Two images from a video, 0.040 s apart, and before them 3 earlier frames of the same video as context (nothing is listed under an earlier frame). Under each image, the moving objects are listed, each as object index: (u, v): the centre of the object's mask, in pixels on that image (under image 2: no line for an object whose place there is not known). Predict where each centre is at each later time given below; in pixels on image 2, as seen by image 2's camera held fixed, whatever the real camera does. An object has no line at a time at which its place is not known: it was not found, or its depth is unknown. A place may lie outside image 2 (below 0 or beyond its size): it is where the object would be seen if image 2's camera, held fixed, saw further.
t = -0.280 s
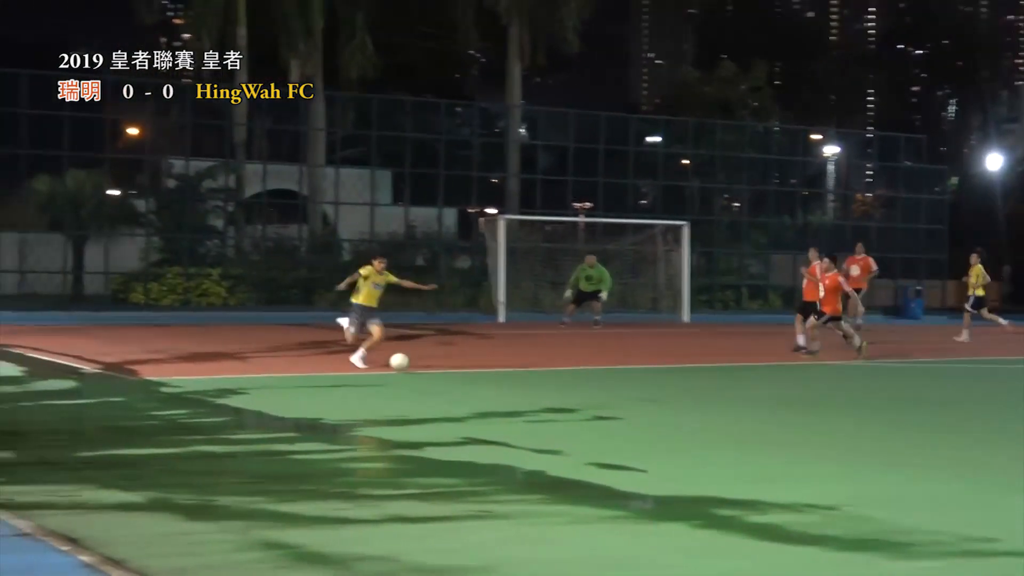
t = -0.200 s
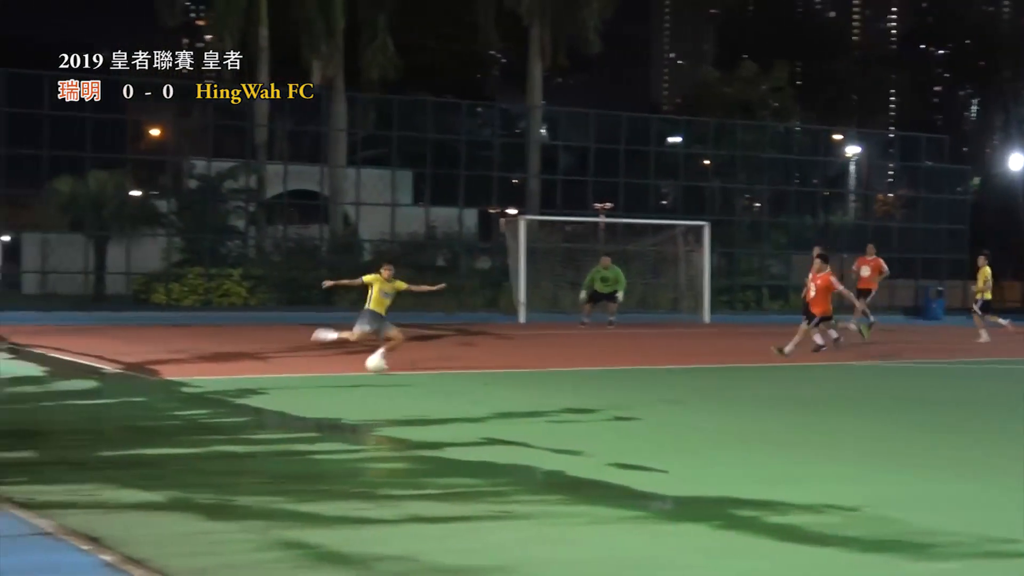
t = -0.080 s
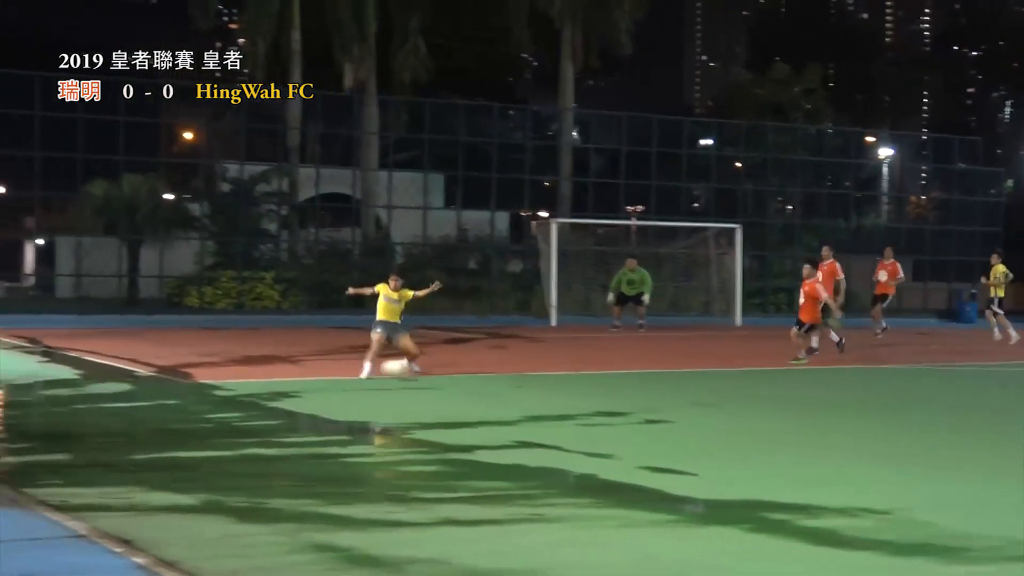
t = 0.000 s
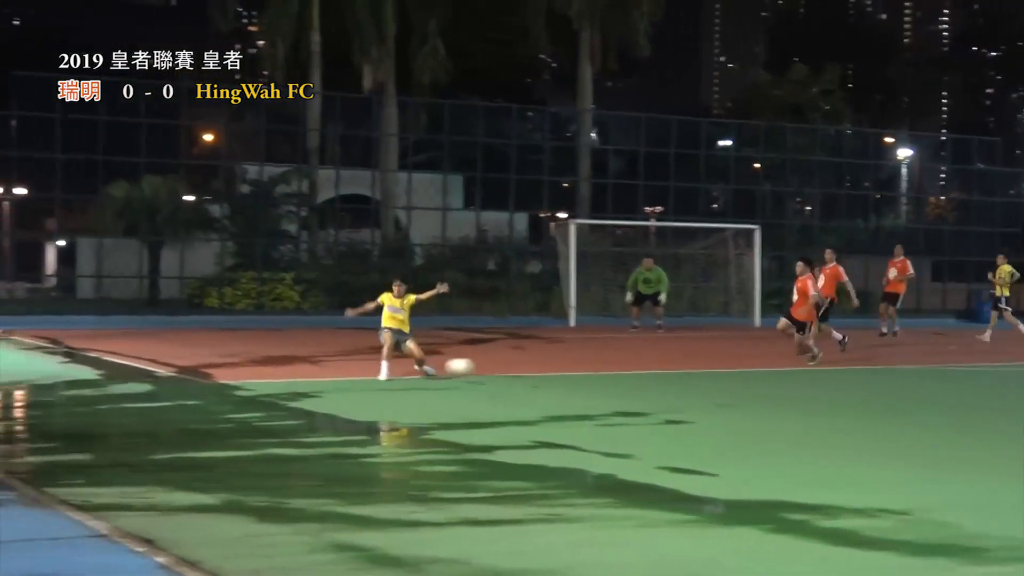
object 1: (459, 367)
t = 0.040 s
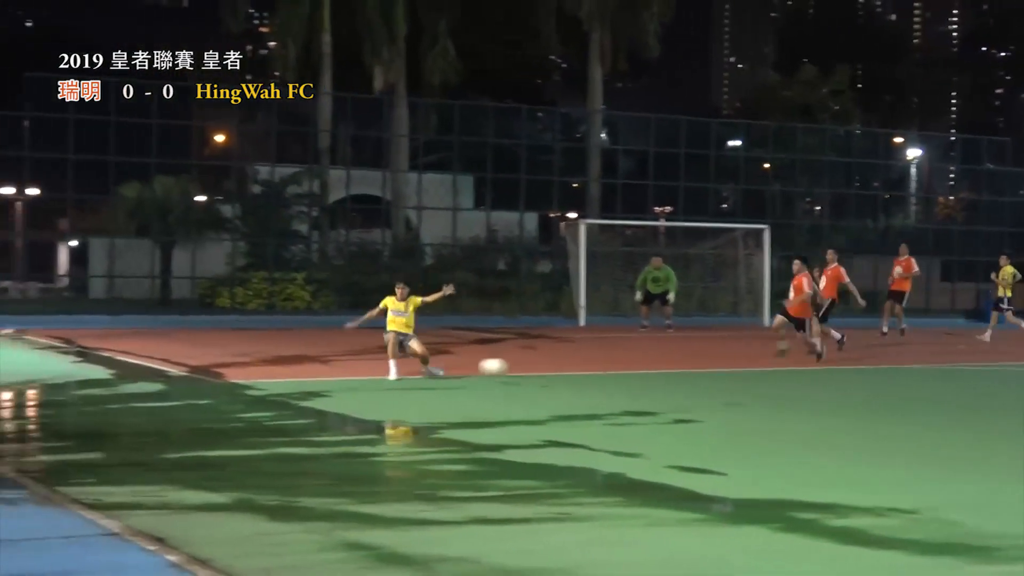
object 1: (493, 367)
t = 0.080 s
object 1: (517, 369)
